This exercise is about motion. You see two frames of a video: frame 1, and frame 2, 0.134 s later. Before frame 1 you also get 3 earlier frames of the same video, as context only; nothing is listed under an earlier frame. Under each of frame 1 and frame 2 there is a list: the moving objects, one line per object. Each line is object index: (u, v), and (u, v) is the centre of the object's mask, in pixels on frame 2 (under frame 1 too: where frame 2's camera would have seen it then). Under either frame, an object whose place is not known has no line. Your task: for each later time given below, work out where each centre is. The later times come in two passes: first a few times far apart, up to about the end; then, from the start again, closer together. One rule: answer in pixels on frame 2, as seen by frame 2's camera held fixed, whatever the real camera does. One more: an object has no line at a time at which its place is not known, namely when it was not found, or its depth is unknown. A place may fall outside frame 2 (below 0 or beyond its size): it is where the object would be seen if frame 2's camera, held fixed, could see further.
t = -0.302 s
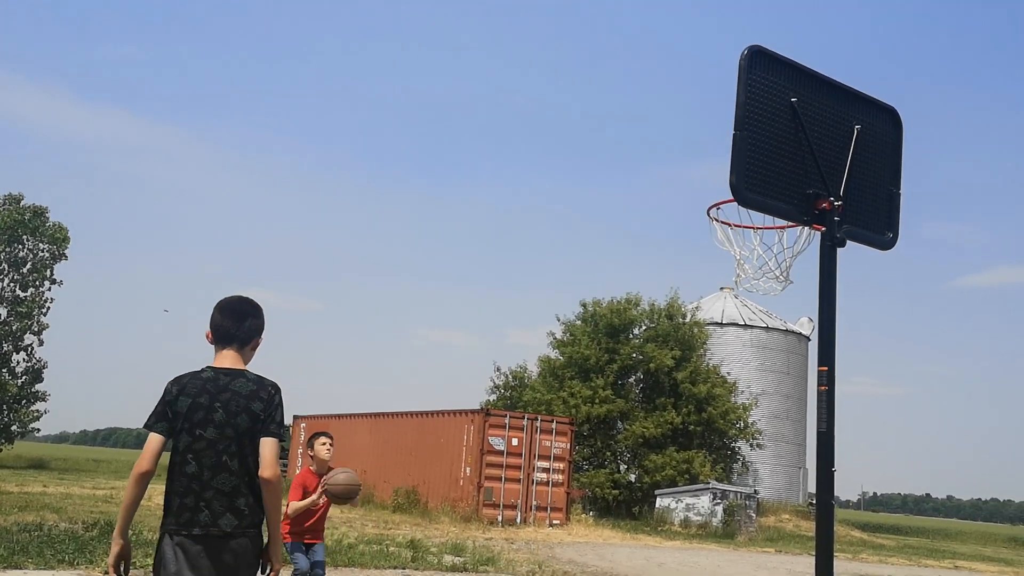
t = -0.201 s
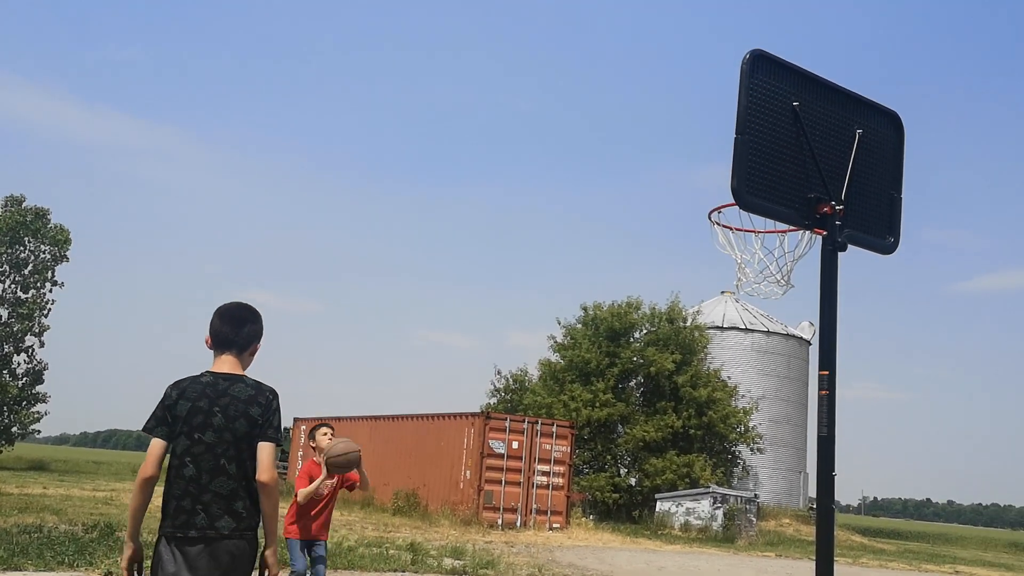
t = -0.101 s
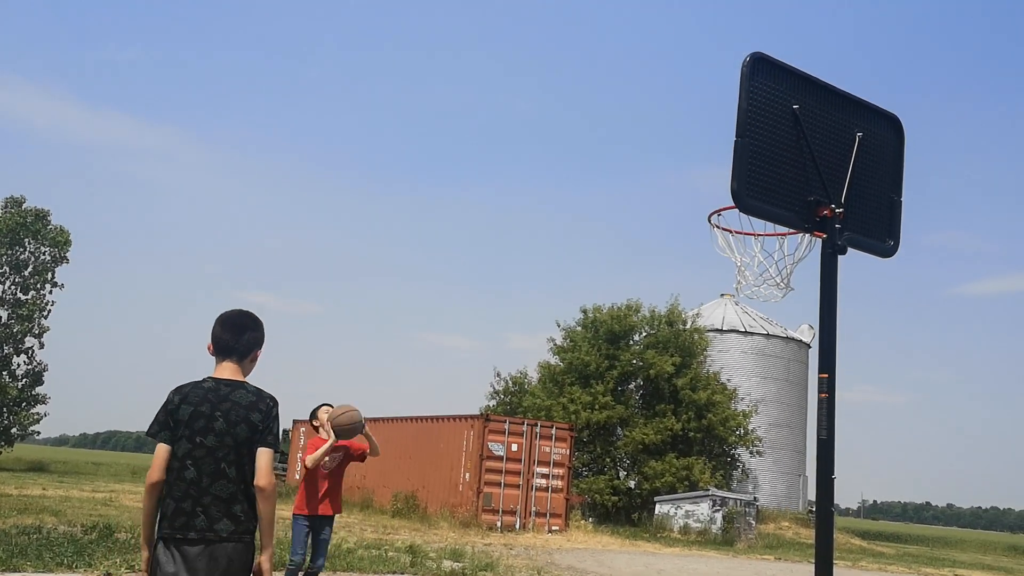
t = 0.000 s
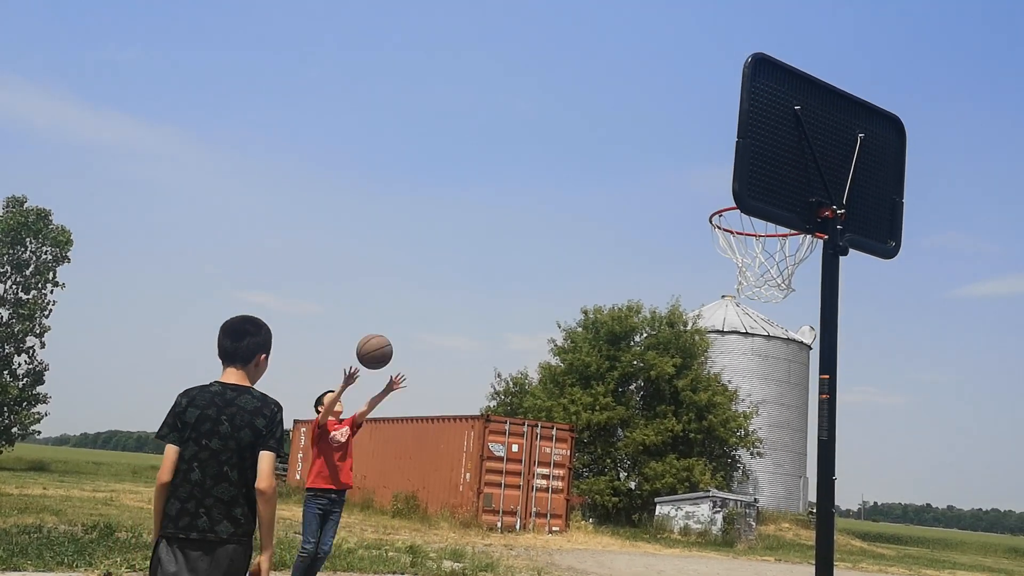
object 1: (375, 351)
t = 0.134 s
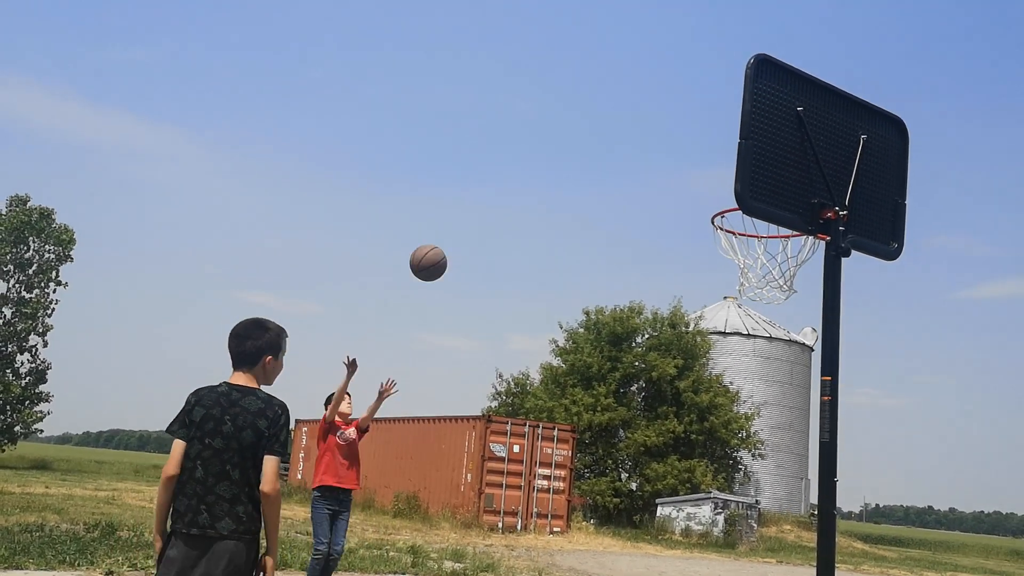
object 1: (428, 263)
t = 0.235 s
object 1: (468, 210)
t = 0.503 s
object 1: (579, 132)
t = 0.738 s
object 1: (690, 158)
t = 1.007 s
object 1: (772, 245)
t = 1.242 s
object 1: (723, 266)
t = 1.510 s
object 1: (737, 370)
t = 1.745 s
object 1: (747, 565)
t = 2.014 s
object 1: (779, 553)
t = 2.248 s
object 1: (804, 437)
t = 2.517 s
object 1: (853, 437)
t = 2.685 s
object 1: (866, 508)
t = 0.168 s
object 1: (441, 244)
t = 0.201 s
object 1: (454, 226)
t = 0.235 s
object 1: (468, 210)
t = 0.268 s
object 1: (481, 195)
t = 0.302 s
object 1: (494, 182)
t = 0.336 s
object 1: (508, 170)
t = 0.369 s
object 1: (522, 159)
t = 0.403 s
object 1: (536, 150)
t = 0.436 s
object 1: (550, 143)
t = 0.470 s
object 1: (564, 137)
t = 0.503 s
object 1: (579, 132)
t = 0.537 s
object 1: (594, 130)
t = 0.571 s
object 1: (609, 130)
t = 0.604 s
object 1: (624, 131)
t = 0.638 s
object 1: (640, 134)
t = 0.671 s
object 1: (656, 140)
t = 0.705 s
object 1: (673, 148)
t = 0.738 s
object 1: (690, 158)
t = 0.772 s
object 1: (708, 171)
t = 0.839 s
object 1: (736, 212)
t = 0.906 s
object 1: (773, 235)
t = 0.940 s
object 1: (791, 243)
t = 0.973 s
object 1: (782, 243)
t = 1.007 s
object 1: (772, 245)
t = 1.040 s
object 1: (763, 249)
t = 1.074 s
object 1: (752, 254)
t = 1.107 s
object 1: (743, 255)
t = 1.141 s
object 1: (735, 256)
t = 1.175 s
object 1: (729, 257)
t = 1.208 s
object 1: (725, 261)
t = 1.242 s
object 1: (723, 266)
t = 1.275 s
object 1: (722, 272)
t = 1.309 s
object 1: (723, 280)
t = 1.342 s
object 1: (725, 290)
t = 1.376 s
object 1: (727, 302)
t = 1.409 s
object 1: (730, 315)
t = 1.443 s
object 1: (732, 331)
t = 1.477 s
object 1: (735, 350)
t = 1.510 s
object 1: (737, 370)
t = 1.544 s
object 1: (739, 393)
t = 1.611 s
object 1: (742, 447)
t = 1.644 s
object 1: (744, 477)
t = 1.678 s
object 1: (746, 510)
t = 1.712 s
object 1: (747, 546)
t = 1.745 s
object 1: (747, 565)
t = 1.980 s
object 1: (772, 567)
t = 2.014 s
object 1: (779, 553)
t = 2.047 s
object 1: (784, 534)
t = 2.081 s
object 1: (789, 511)
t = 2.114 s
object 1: (793, 491)
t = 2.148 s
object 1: (797, 474)
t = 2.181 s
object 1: (800, 459)
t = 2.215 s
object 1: (802, 447)
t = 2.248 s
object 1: (804, 437)
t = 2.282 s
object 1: (806, 428)
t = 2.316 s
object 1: (809, 423)
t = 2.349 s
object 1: (811, 420)
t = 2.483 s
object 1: (851, 430)
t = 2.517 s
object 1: (853, 437)
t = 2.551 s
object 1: (855, 446)
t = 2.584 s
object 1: (858, 458)
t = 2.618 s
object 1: (861, 473)
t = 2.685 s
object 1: (866, 508)
